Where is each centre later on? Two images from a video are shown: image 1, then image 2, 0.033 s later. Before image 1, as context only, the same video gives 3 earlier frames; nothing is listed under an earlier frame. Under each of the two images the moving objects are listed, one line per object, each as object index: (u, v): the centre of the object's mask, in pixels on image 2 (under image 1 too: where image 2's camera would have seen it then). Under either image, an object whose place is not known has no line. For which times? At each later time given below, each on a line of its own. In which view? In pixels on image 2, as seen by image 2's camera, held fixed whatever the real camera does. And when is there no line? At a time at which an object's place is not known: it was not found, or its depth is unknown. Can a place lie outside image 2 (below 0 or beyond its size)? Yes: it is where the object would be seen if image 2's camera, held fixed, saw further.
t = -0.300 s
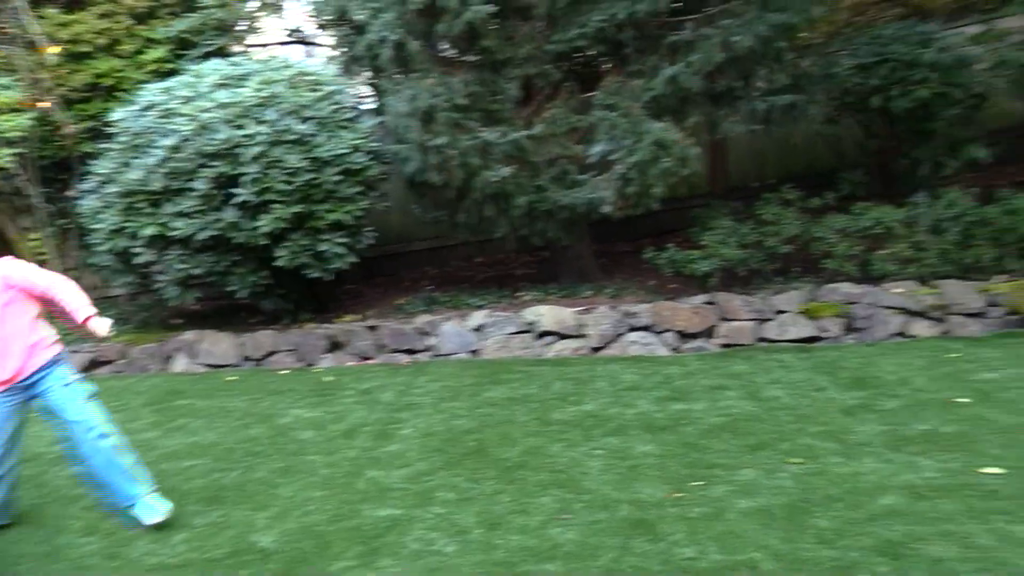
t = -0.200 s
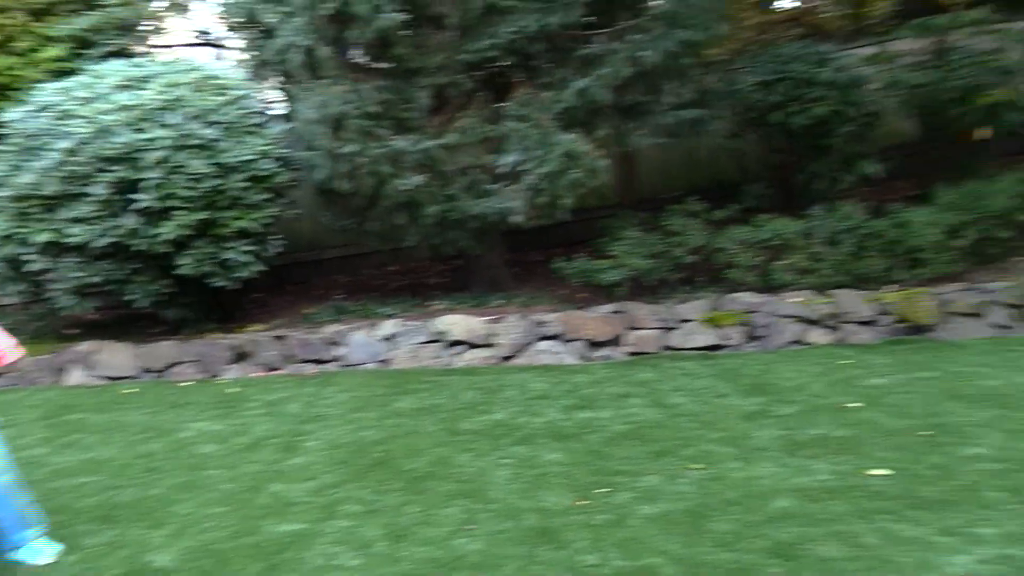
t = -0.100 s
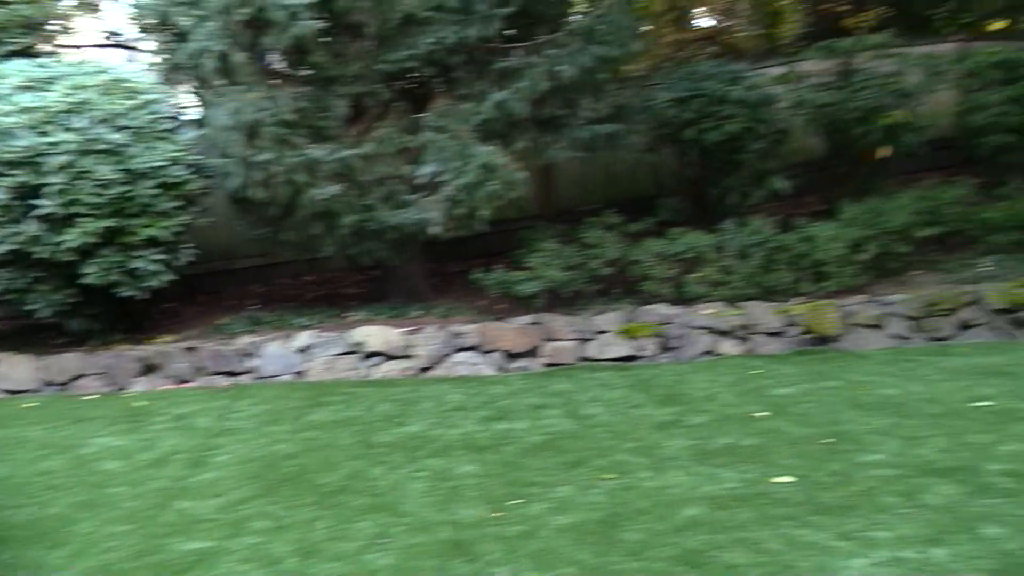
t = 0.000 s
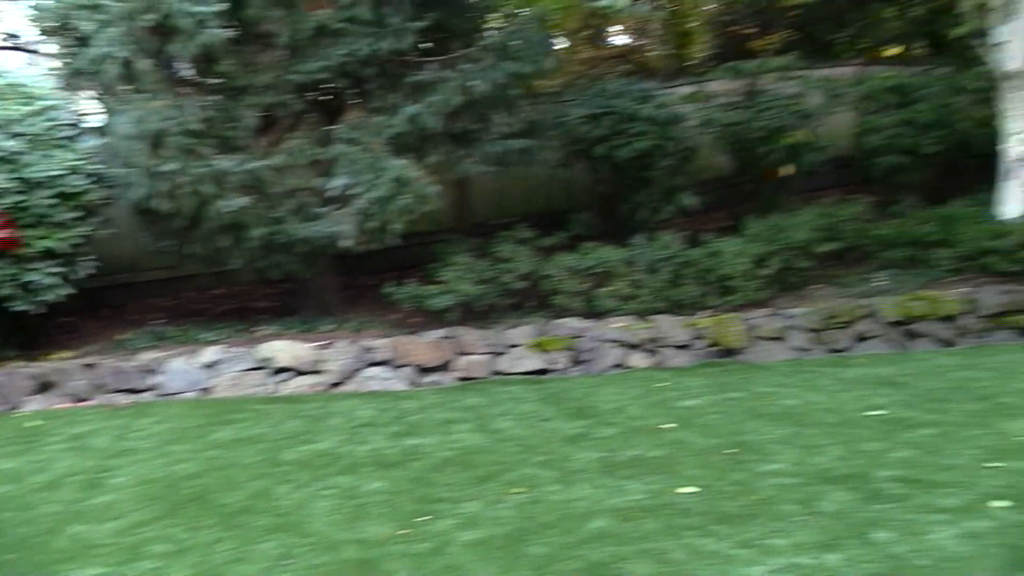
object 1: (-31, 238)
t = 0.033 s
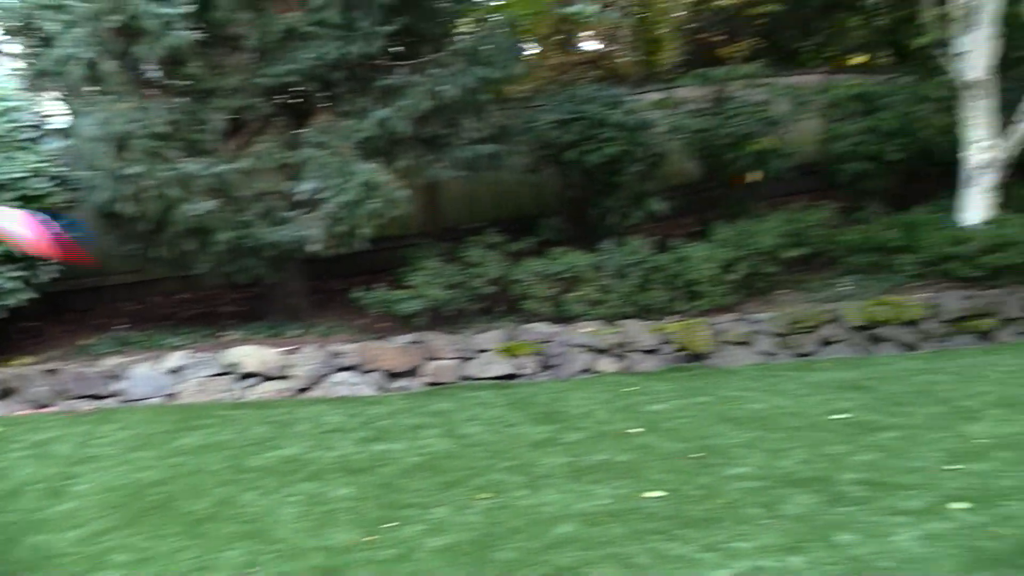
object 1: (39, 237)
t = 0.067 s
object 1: (152, 244)
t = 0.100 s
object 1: (265, 256)
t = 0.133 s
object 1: (356, 271)
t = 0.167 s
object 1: (456, 290)
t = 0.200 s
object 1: (545, 310)
